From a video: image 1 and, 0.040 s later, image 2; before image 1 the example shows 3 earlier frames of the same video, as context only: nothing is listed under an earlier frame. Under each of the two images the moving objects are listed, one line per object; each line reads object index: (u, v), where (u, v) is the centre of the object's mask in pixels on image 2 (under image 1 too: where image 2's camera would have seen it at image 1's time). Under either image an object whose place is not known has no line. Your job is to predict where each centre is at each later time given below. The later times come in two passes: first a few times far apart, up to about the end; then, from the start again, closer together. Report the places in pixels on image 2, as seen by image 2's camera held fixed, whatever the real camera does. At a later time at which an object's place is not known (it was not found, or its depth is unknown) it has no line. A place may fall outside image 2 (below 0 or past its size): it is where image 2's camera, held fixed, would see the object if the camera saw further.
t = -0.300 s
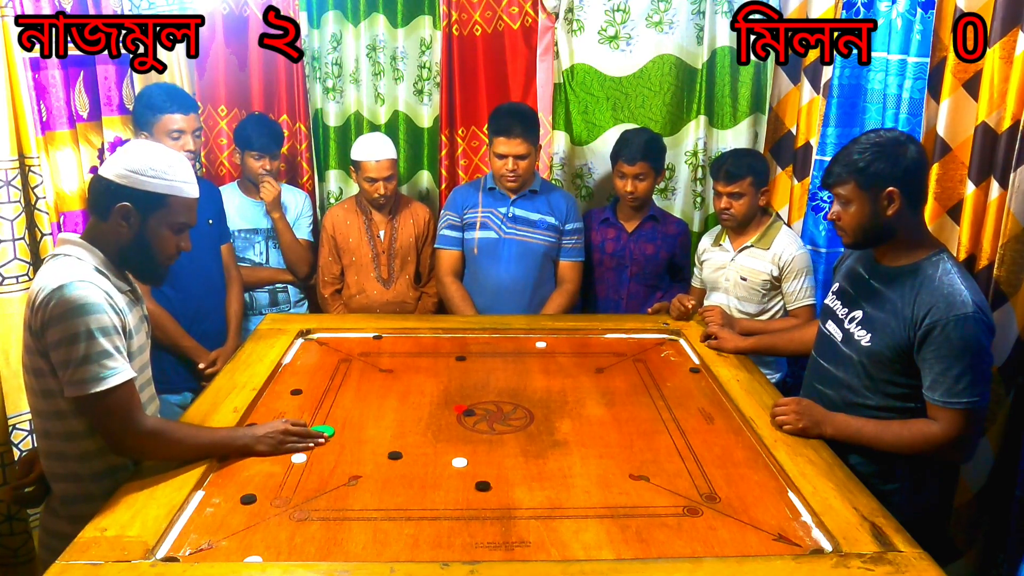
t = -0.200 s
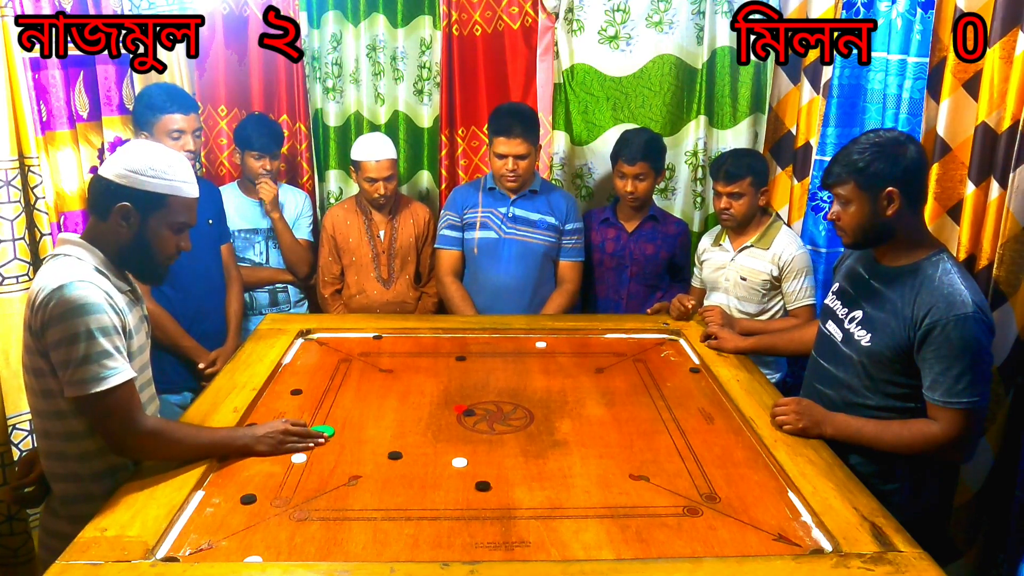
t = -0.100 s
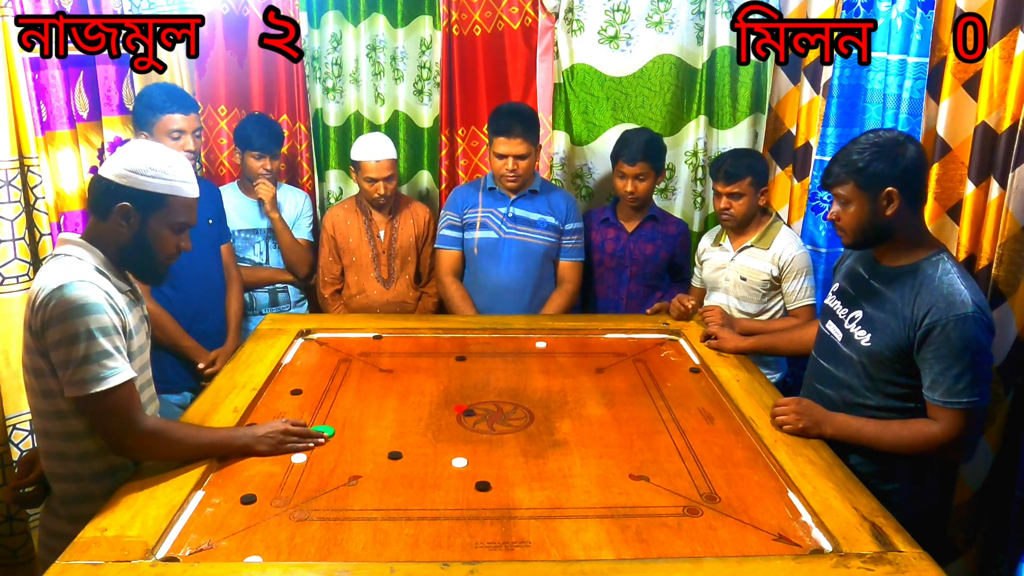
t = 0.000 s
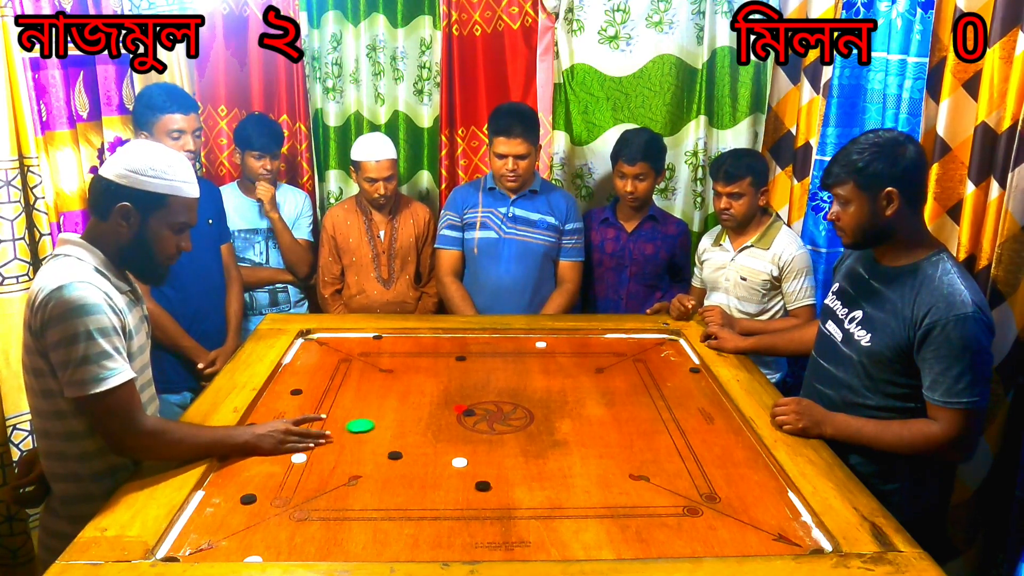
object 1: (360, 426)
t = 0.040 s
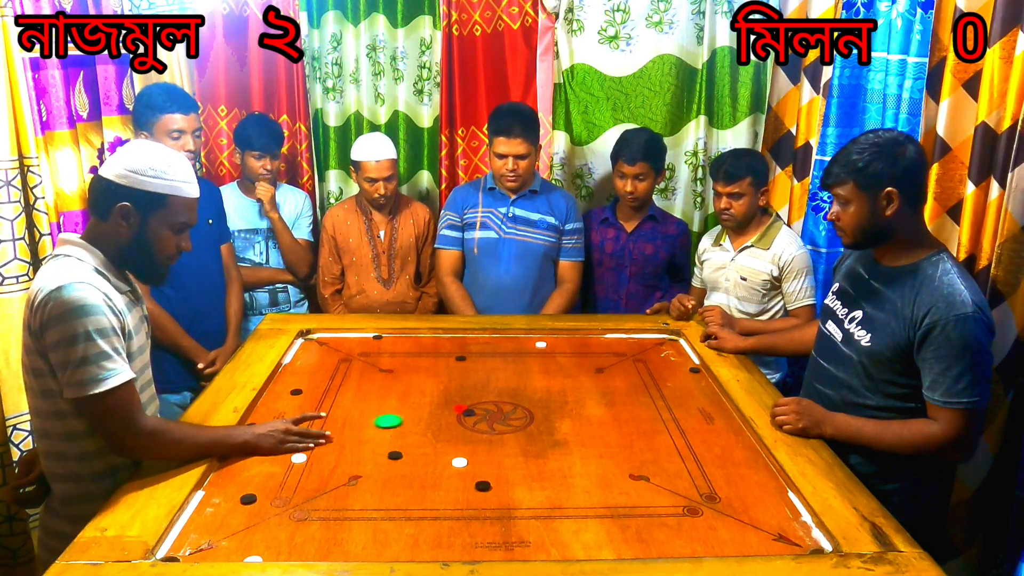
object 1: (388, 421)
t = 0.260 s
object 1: (483, 406)
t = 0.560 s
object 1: (528, 399)
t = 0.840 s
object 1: (533, 398)
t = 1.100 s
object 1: (533, 398)
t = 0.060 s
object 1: (402, 419)
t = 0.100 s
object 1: (428, 415)
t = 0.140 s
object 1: (450, 412)
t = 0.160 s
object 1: (456, 411)
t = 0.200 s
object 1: (467, 409)
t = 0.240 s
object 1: (478, 407)
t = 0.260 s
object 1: (483, 406)
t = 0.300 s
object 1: (492, 405)
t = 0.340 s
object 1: (500, 403)
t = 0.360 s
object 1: (504, 403)
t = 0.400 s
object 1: (510, 402)
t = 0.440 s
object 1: (516, 400)
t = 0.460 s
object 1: (519, 400)
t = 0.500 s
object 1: (523, 399)
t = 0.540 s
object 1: (527, 399)
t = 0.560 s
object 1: (528, 399)
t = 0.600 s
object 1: (531, 398)
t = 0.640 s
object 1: (532, 398)
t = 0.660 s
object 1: (533, 398)
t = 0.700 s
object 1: (533, 398)
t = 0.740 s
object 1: (533, 398)
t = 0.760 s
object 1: (533, 398)
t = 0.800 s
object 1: (533, 398)
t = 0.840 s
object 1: (533, 398)
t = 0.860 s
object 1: (533, 398)
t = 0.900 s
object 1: (533, 398)
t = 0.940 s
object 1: (533, 398)
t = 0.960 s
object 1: (533, 398)
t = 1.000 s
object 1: (533, 398)
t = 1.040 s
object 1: (533, 398)
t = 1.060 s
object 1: (533, 398)
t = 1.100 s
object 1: (533, 398)
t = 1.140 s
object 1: (533, 398)
